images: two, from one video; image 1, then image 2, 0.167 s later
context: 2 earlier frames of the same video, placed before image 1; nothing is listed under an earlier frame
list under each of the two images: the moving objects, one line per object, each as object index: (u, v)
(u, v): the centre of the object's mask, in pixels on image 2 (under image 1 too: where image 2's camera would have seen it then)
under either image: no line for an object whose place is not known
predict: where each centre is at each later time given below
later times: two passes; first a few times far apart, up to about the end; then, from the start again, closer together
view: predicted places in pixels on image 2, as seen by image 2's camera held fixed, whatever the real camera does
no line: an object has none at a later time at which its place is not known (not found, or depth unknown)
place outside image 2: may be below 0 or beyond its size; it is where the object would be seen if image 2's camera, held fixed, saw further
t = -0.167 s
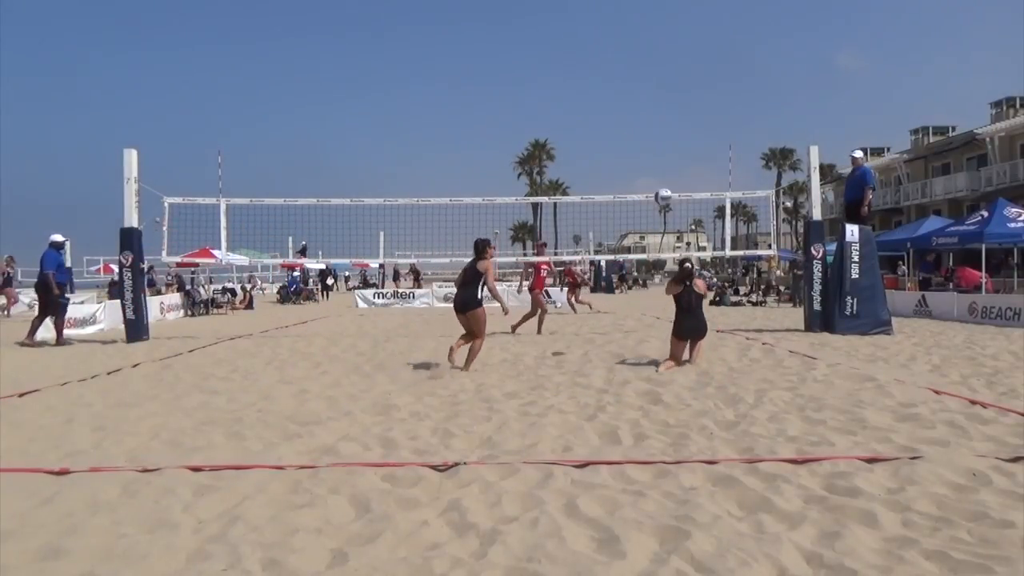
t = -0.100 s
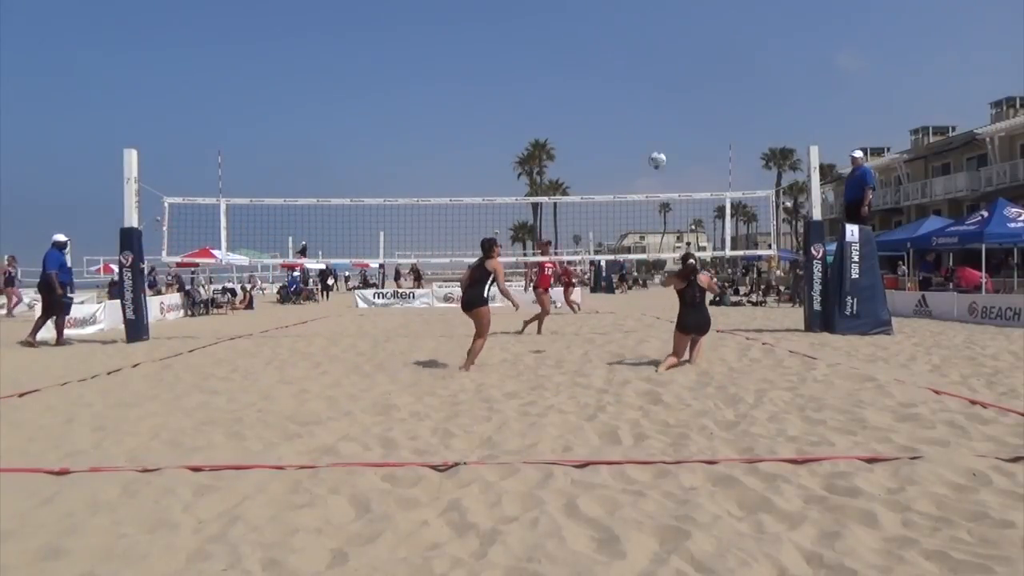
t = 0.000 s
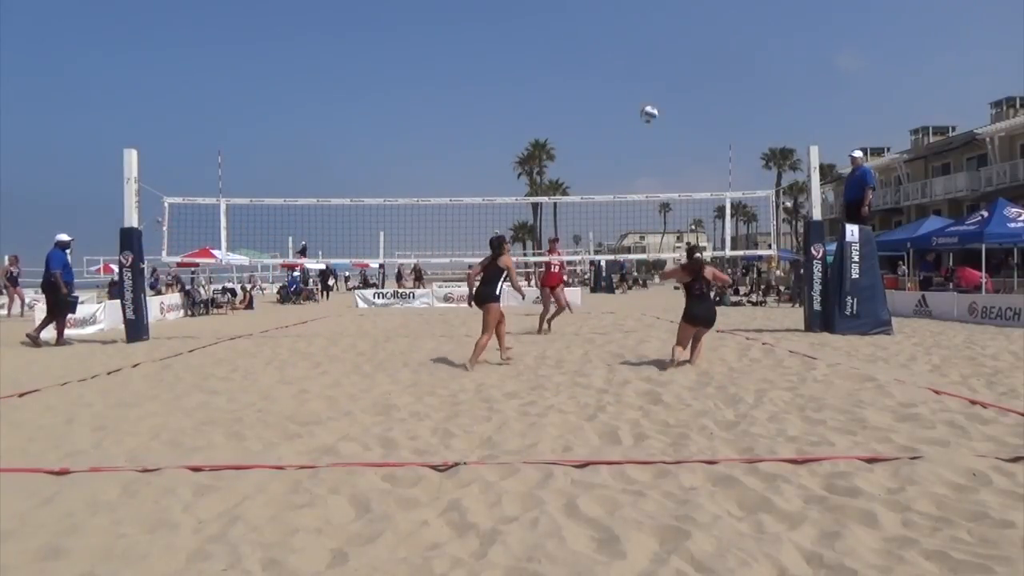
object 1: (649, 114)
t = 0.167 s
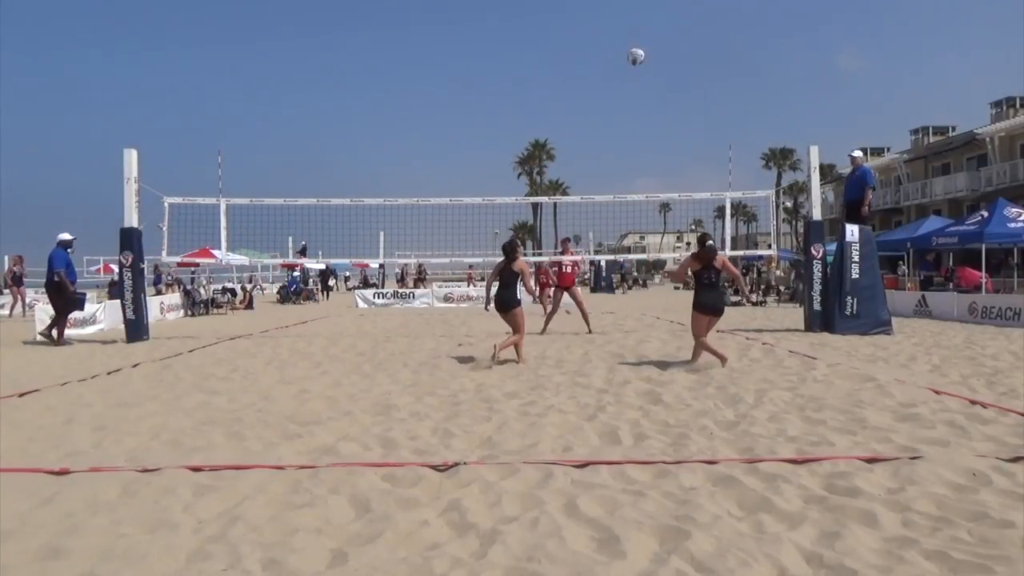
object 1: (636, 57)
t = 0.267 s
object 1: (628, 33)
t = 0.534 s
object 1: (611, 9)
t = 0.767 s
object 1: (598, 30)
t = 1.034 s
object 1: (587, 96)
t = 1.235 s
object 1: (580, 171)
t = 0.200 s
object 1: (633, 48)
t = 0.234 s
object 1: (631, 41)
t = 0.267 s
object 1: (628, 33)
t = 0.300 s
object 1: (626, 27)
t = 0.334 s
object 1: (624, 22)
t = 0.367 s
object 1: (621, 18)
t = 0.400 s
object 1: (619, 15)
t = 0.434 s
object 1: (617, 12)
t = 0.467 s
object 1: (615, 10)
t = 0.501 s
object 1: (613, 10)
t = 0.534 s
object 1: (611, 9)
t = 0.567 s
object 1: (609, 10)
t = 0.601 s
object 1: (607, 11)
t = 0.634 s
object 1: (605, 13)
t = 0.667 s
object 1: (603, 17)
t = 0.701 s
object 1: (602, 20)
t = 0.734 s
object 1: (600, 25)
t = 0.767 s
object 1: (598, 30)
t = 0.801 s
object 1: (597, 36)
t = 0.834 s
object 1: (595, 42)
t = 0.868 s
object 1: (594, 49)
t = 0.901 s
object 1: (592, 57)
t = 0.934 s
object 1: (591, 66)
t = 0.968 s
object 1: (589, 75)
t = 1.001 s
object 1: (588, 85)
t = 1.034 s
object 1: (587, 96)
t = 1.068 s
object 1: (585, 107)
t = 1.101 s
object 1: (584, 118)
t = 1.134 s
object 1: (583, 131)
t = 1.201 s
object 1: (581, 157)
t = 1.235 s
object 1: (580, 171)
